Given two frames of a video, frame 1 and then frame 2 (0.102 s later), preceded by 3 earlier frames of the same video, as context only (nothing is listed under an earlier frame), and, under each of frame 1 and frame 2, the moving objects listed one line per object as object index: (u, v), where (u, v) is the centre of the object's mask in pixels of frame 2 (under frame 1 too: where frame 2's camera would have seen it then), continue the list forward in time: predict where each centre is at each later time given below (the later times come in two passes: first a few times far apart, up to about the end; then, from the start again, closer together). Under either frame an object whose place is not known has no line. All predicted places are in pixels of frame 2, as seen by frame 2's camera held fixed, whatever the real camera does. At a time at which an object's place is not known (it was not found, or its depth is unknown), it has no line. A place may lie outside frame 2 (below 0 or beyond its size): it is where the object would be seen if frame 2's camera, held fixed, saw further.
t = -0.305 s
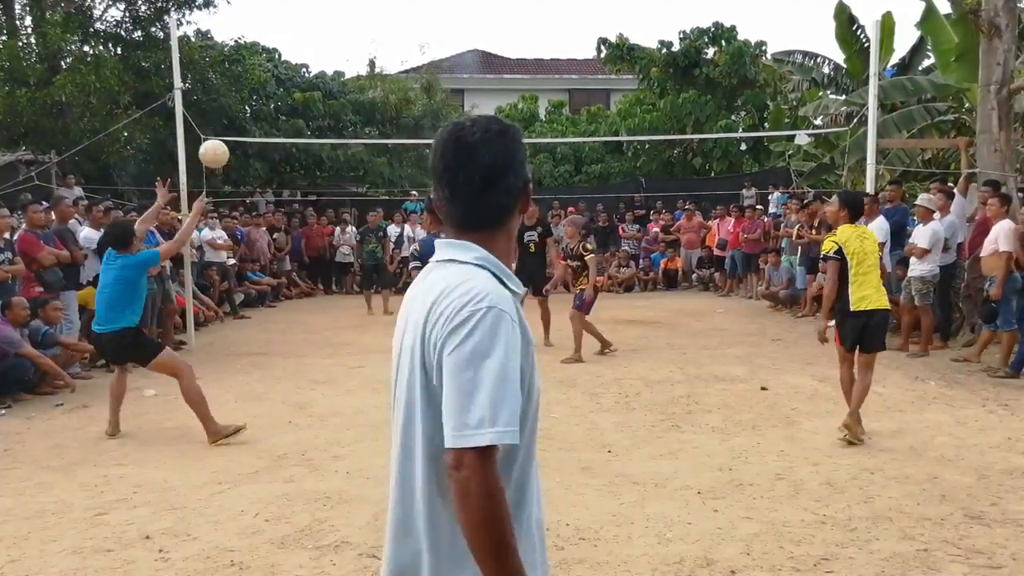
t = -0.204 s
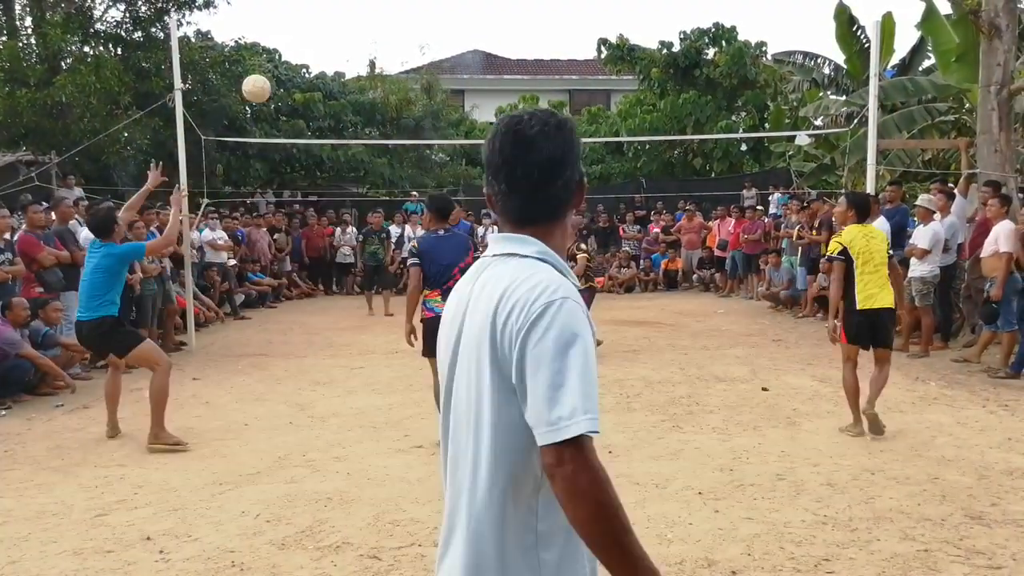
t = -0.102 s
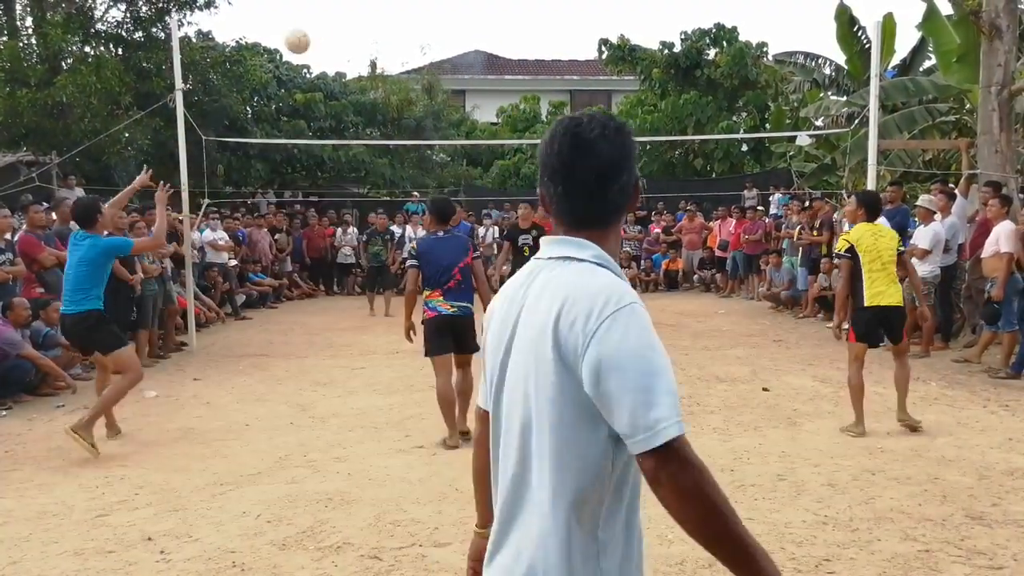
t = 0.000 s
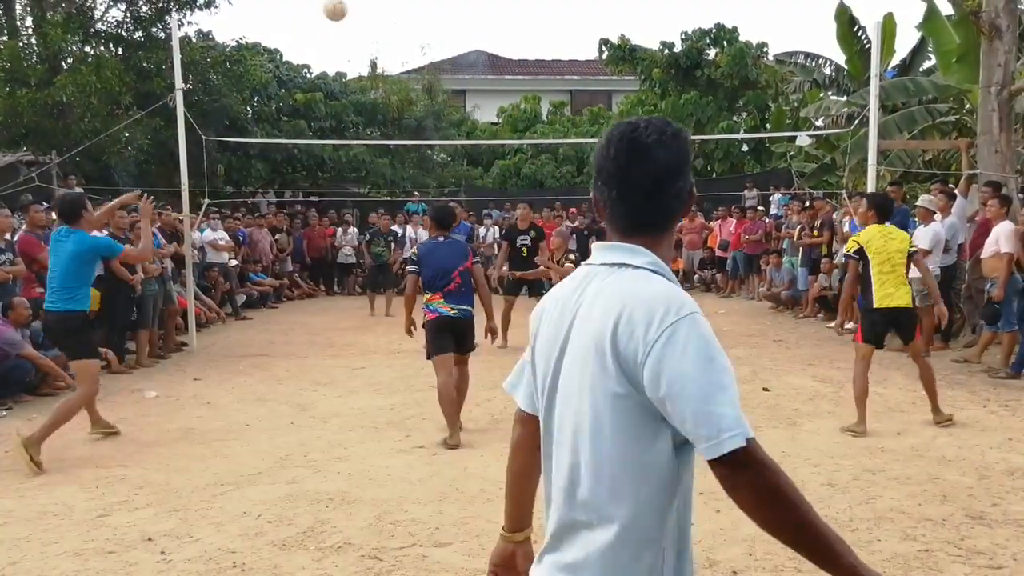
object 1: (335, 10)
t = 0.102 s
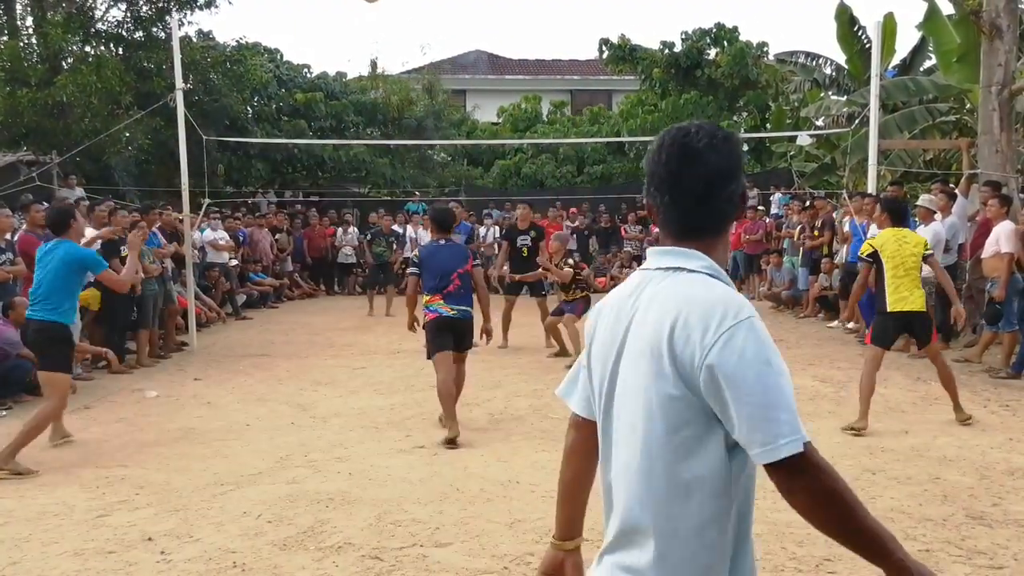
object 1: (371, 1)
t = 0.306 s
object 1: (435, 2)
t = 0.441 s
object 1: (473, 23)
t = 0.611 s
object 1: (516, 83)
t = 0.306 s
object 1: (435, 2)
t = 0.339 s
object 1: (445, 4)
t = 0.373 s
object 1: (454, 7)
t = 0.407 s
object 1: (464, 14)
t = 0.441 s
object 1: (473, 23)
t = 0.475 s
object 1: (482, 33)
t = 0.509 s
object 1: (491, 44)
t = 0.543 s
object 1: (500, 57)
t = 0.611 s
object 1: (516, 83)
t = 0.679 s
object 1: (531, 114)
